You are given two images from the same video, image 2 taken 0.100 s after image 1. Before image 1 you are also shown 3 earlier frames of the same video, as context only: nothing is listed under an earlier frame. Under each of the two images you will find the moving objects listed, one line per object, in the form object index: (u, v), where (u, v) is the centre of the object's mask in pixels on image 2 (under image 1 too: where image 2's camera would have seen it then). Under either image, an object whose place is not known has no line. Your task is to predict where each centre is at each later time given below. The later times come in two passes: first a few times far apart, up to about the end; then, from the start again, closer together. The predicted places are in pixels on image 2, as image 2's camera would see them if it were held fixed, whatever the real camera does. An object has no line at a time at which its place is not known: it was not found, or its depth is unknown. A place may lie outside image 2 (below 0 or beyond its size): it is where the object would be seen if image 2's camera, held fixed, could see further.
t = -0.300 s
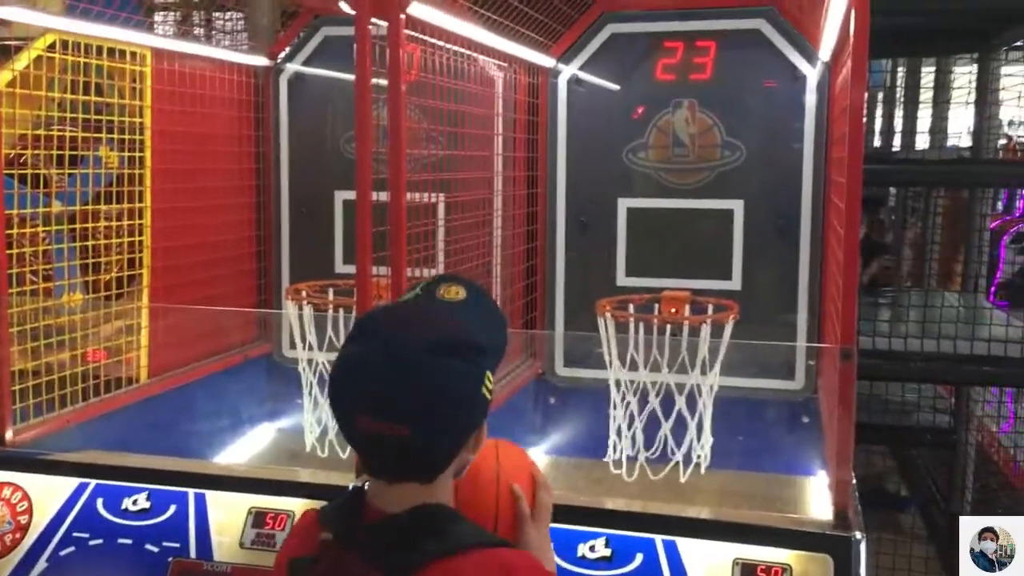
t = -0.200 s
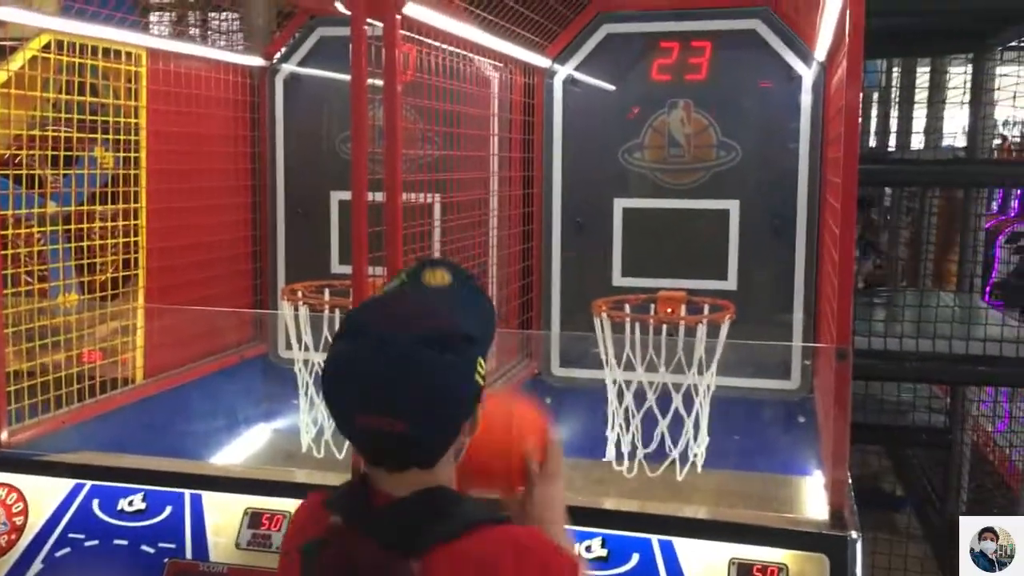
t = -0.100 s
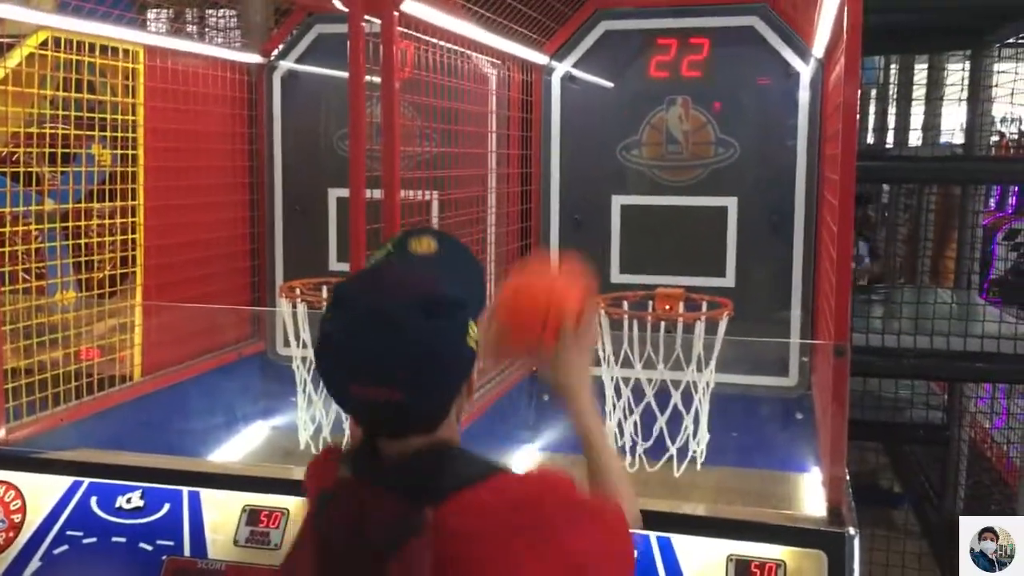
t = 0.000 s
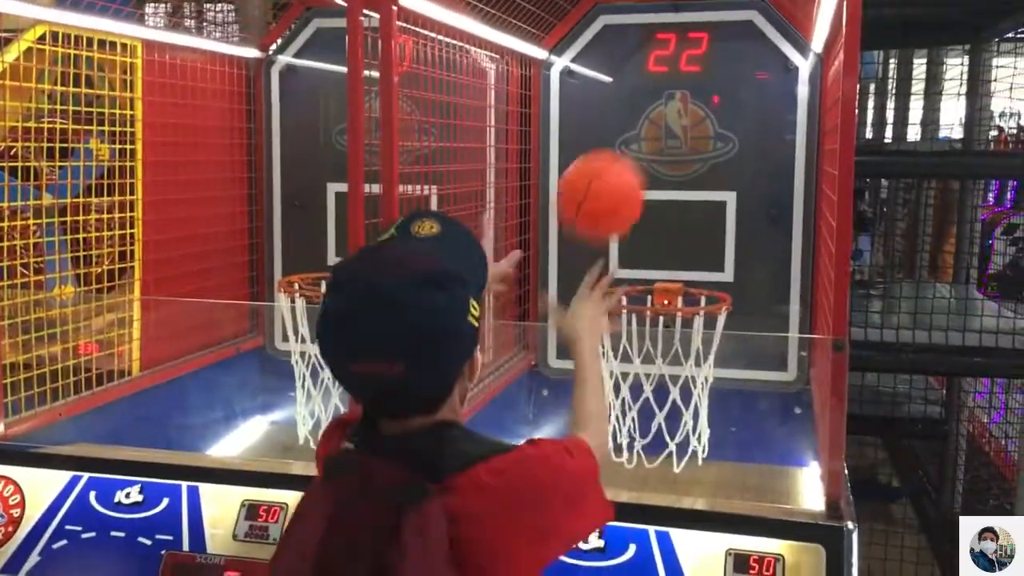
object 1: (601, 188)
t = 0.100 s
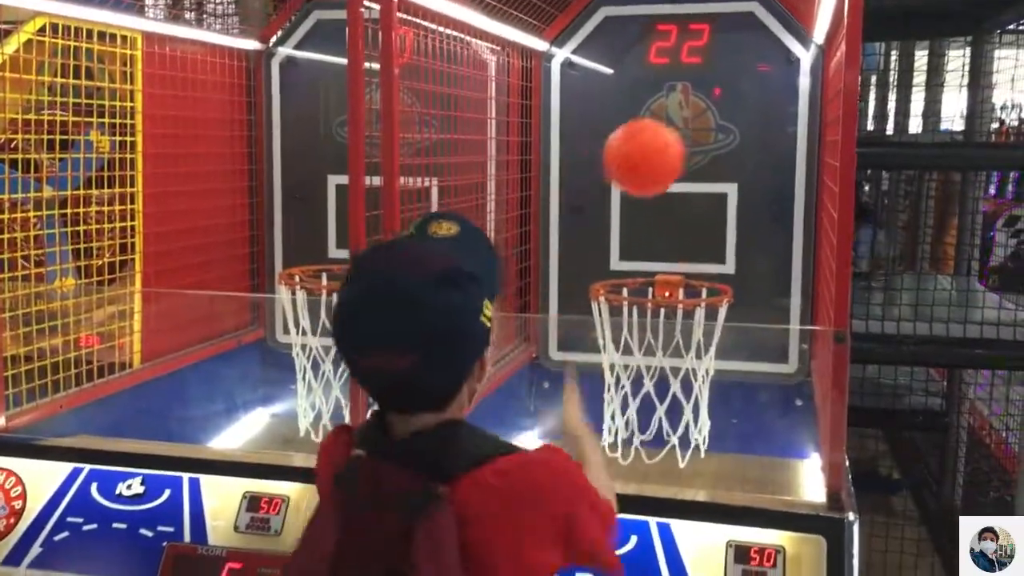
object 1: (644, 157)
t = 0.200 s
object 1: (676, 181)
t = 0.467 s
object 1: (751, 409)
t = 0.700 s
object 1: (768, 412)
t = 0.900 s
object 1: (719, 445)
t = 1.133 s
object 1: (709, 472)
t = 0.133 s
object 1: (655, 159)
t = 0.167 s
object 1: (666, 168)
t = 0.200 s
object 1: (676, 181)
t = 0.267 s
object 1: (693, 222)
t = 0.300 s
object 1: (700, 242)
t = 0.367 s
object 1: (715, 304)
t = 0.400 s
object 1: (726, 333)
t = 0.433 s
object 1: (740, 370)
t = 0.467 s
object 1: (751, 409)
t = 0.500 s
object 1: (765, 449)
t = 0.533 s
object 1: (775, 481)
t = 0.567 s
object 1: (785, 476)
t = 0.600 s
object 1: (789, 452)
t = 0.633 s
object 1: (783, 435)
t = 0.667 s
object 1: (776, 422)
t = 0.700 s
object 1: (768, 412)
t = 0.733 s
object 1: (760, 405)
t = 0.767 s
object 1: (753, 404)
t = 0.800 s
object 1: (746, 407)
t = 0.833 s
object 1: (737, 416)
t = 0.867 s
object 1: (729, 429)
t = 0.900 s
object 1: (719, 445)
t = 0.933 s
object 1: (709, 464)
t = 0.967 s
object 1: (701, 476)
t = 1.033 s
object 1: (696, 482)
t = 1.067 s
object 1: (701, 477)
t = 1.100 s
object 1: (705, 474)
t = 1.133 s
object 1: (709, 472)
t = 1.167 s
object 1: (713, 472)
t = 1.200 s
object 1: (717, 474)
